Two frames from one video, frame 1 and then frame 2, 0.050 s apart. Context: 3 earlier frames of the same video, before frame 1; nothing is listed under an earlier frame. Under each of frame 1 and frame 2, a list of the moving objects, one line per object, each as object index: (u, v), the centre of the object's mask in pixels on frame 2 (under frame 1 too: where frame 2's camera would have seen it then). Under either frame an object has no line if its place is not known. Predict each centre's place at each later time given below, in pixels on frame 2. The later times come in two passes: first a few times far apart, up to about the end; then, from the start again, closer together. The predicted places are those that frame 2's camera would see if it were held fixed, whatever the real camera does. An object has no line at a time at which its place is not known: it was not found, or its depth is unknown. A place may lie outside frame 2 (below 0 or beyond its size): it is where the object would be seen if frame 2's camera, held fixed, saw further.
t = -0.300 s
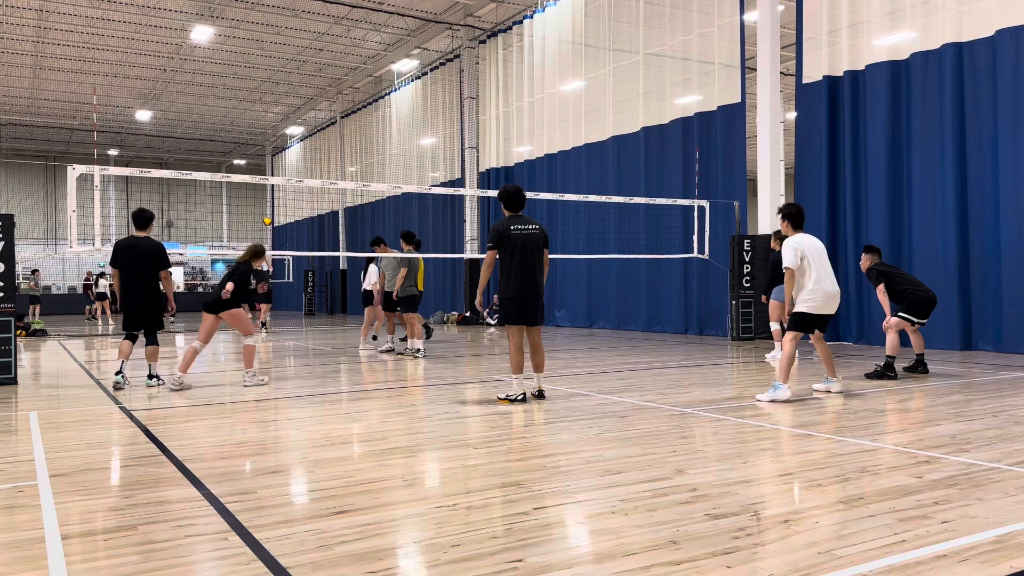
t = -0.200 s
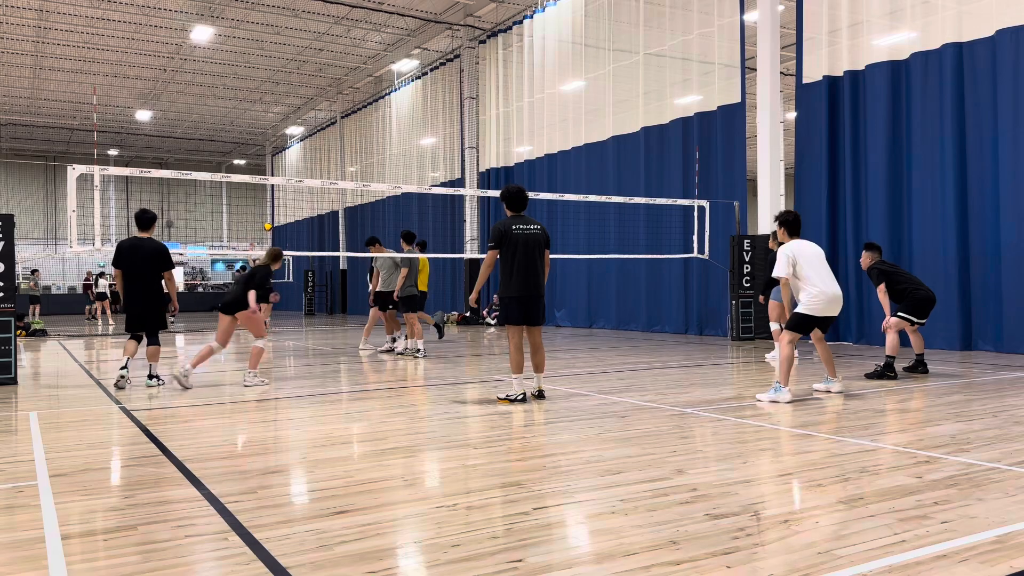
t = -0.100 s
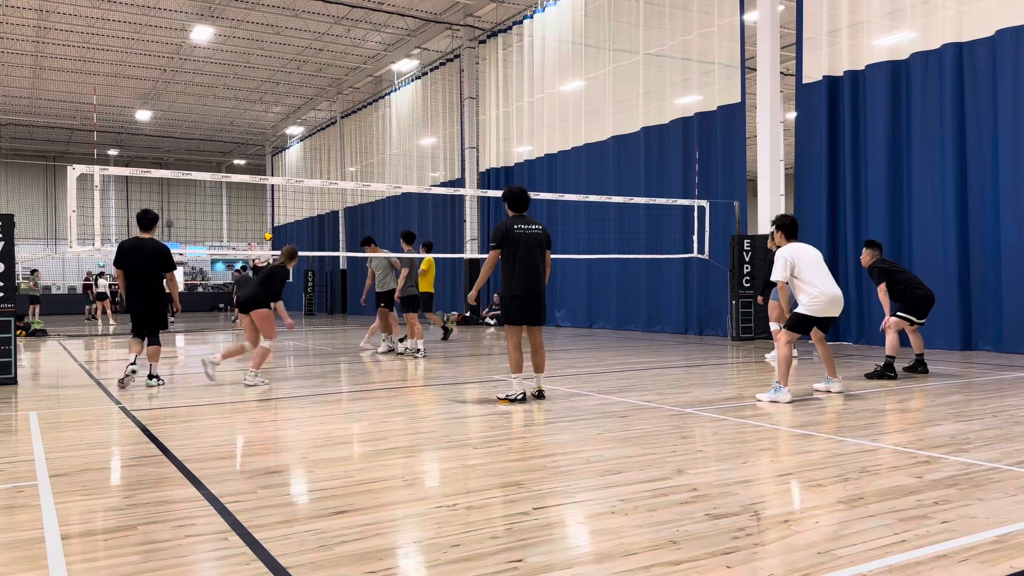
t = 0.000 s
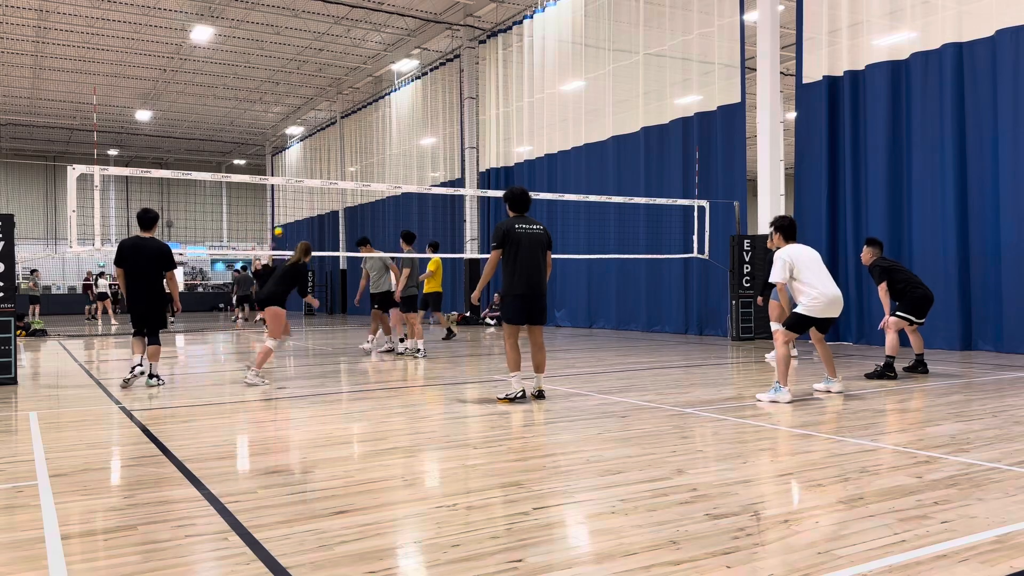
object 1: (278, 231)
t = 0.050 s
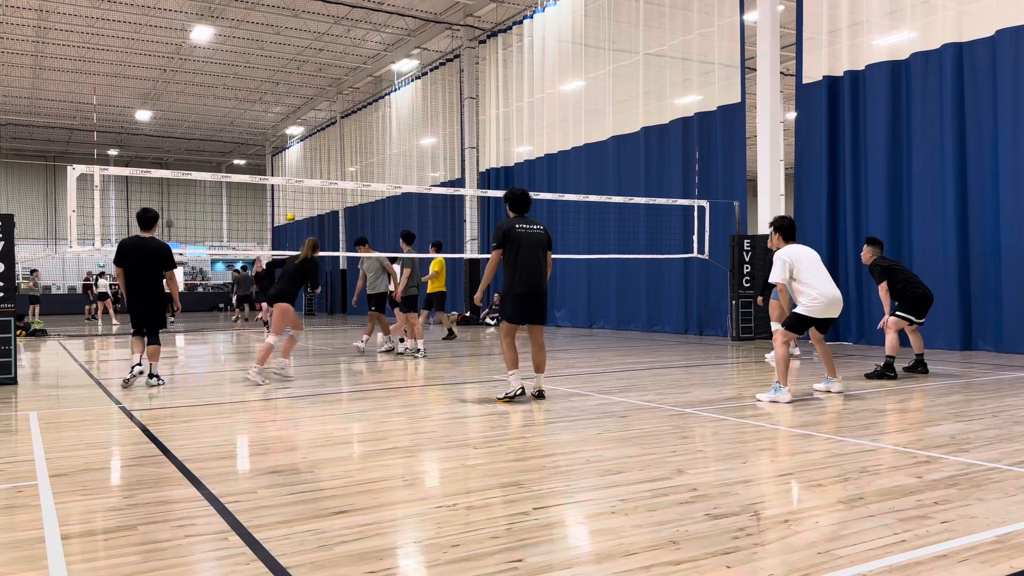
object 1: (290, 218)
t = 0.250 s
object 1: (341, 160)
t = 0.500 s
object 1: (425, 100)
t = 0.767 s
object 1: (553, 69)
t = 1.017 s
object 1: (713, 86)
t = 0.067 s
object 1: (294, 213)
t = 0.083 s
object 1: (298, 207)
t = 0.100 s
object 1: (302, 203)
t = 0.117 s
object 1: (307, 198)
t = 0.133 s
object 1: (311, 193)
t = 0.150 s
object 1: (314, 190)
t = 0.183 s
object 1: (324, 177)
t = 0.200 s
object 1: (328, 175)
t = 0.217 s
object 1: (332, 170)
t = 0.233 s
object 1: (336, 166)
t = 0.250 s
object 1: (341, 160)
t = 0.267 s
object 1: (346, 156)
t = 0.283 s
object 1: (351, 151)
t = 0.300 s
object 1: (355, 147)
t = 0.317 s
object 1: (361, 143)
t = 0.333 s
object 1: (365, 139)
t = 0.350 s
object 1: (371, 134)
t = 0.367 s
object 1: (377, 130)
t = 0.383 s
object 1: (382, 126)
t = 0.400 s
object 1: (387, 122)
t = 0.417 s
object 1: (394, 118)
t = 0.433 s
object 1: (400, 114)
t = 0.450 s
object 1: (406, 111)
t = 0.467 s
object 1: (412, 107)
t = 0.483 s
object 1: (419, 103)
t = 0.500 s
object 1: (425, 100)
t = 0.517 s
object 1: (432, 97)
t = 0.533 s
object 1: (438, 94)
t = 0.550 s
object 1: (446, 91)
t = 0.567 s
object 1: (454, 88)
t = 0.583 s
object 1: (461, 85)
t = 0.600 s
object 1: (469, 83)
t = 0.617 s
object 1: (476, 80)
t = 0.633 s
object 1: (484, 79)
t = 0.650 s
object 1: (492, 77)
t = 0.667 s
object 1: (501, 75)
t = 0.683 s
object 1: (509, 73)
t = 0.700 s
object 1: (518, 73)
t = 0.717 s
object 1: (526, 71)
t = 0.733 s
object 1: (535, 70)
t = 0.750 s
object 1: (544, 69)
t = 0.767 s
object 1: (553, 69)
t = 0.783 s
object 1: (562, 69)
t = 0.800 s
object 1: (571, 68)
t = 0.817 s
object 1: (580, 68)
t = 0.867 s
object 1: (610, 70)
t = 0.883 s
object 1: (621, 71)
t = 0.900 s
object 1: (631, 71)
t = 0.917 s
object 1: (642, 73)
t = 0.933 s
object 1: (653, 75)
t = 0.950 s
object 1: (664, 77)
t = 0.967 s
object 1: (676, 79)
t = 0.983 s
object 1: (688, 81)
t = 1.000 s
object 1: (700, 83)
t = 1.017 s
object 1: (713, 86)
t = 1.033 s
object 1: (726, 88)
